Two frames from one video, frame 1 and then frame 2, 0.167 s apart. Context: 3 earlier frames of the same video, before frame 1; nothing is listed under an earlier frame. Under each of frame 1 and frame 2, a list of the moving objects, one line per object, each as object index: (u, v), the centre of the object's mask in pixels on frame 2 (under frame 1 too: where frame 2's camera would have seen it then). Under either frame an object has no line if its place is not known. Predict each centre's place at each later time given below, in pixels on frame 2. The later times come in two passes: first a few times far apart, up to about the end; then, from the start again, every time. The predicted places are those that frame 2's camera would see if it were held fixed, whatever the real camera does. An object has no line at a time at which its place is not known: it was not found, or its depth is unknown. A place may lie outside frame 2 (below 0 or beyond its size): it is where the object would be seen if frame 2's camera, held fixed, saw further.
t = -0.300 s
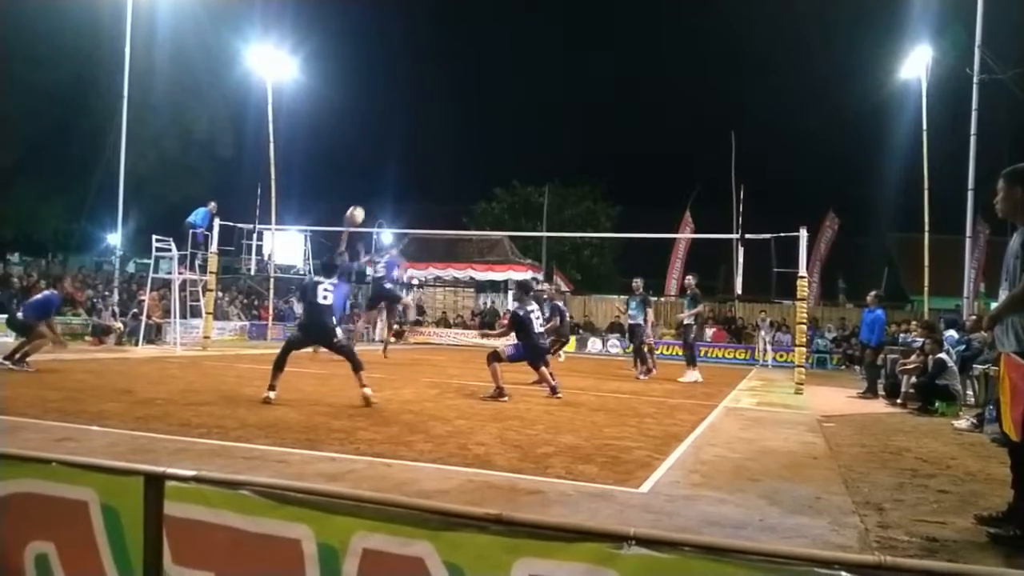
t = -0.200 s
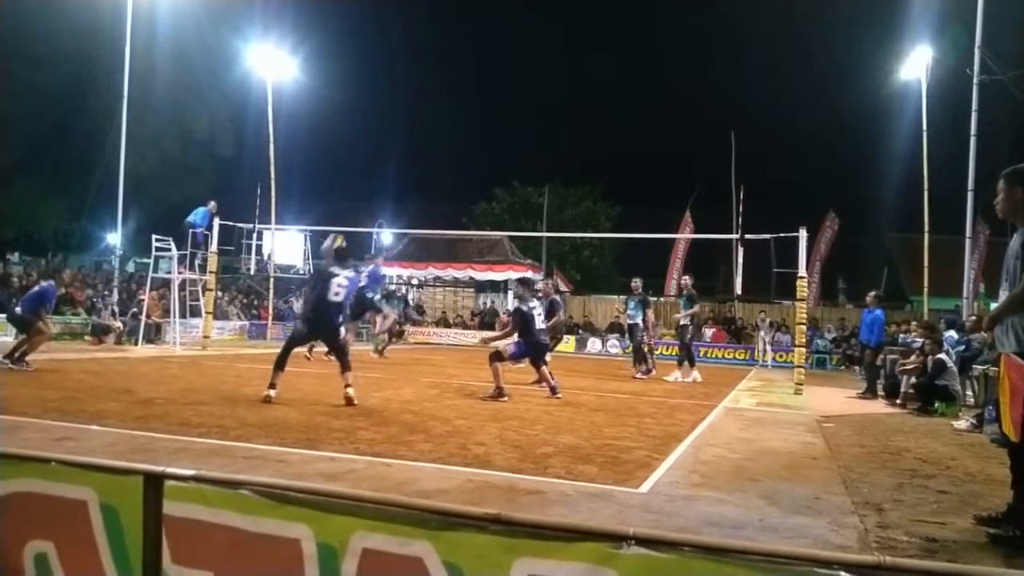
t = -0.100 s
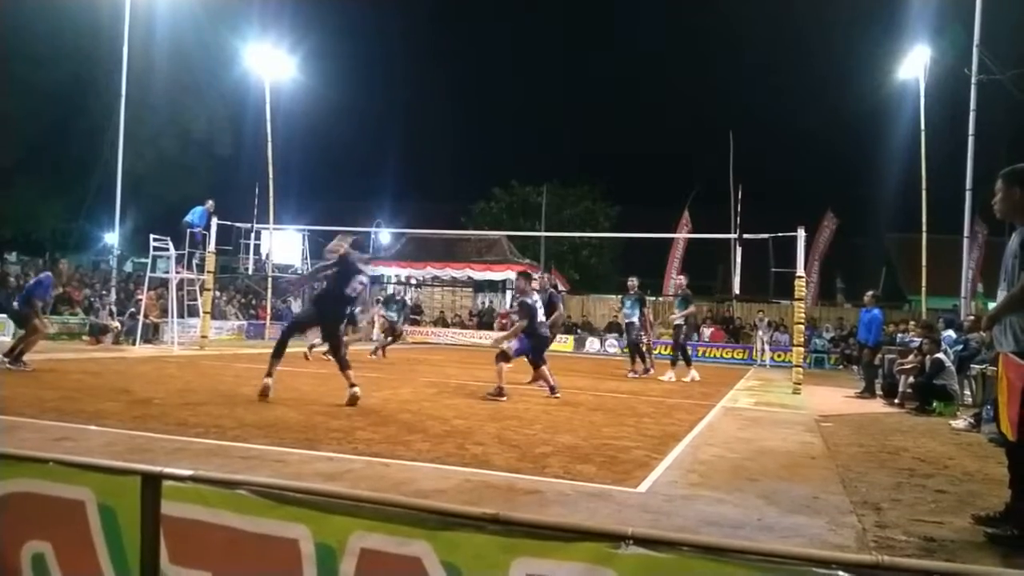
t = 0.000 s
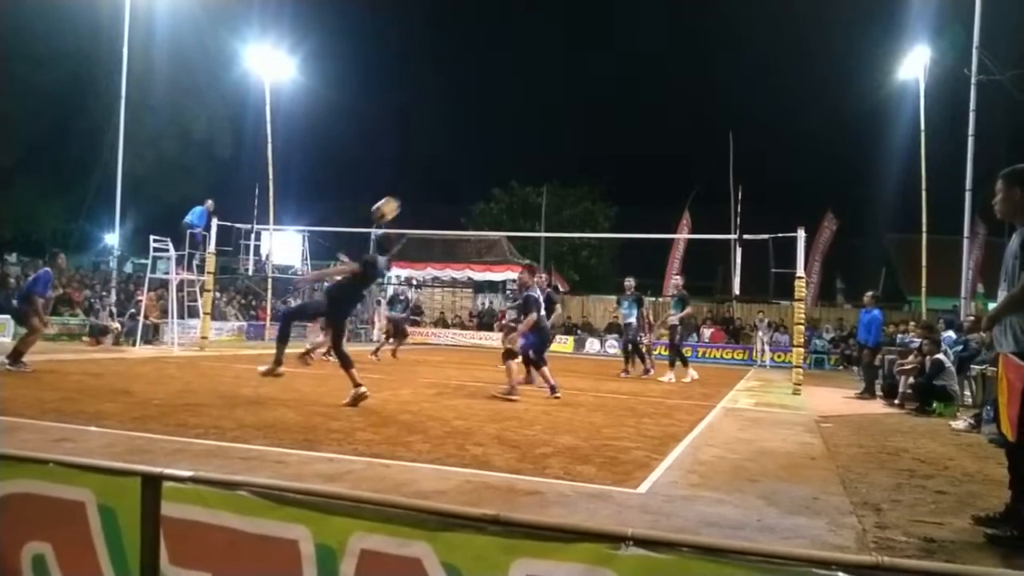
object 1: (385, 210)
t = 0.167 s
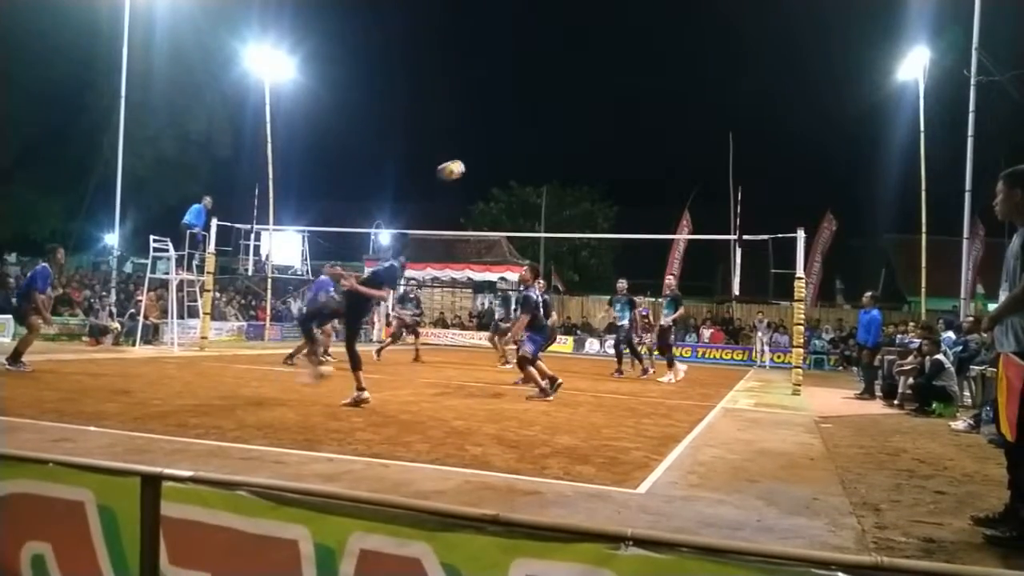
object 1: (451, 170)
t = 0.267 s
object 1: (484, 160)
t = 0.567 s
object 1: (566, 177)
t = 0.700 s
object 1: (594, 201)
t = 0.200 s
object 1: (462, 166)
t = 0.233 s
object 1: (473, 163)
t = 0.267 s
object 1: (484, 160)
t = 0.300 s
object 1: (494, 159)
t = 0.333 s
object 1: (503, 159)
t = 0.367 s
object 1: (514, 159)
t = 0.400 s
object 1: (523, 160)
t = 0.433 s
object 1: (532, 161)
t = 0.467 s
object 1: (541, 164)
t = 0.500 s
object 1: (549, 167)
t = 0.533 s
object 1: (557, 171)
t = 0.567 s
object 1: (566, 177)
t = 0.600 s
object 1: (573, 182)
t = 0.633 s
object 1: (580, 188)
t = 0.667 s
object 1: (587, 195)
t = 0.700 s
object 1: (594, 201)
